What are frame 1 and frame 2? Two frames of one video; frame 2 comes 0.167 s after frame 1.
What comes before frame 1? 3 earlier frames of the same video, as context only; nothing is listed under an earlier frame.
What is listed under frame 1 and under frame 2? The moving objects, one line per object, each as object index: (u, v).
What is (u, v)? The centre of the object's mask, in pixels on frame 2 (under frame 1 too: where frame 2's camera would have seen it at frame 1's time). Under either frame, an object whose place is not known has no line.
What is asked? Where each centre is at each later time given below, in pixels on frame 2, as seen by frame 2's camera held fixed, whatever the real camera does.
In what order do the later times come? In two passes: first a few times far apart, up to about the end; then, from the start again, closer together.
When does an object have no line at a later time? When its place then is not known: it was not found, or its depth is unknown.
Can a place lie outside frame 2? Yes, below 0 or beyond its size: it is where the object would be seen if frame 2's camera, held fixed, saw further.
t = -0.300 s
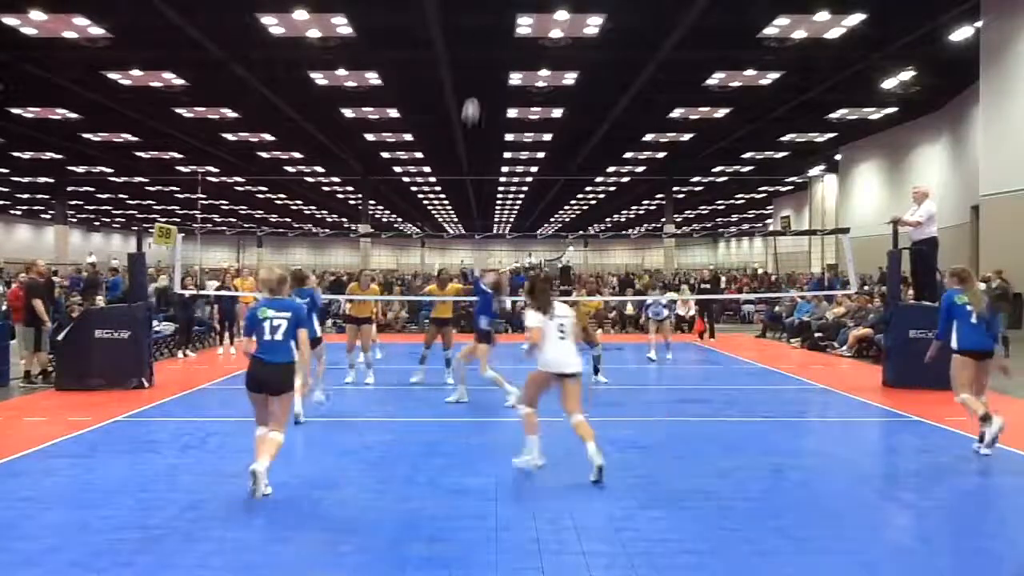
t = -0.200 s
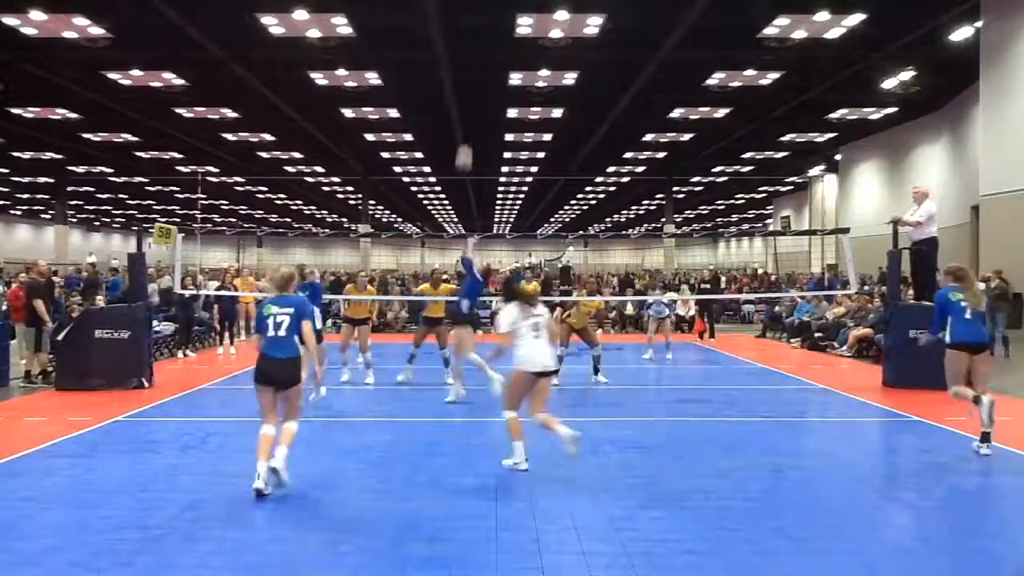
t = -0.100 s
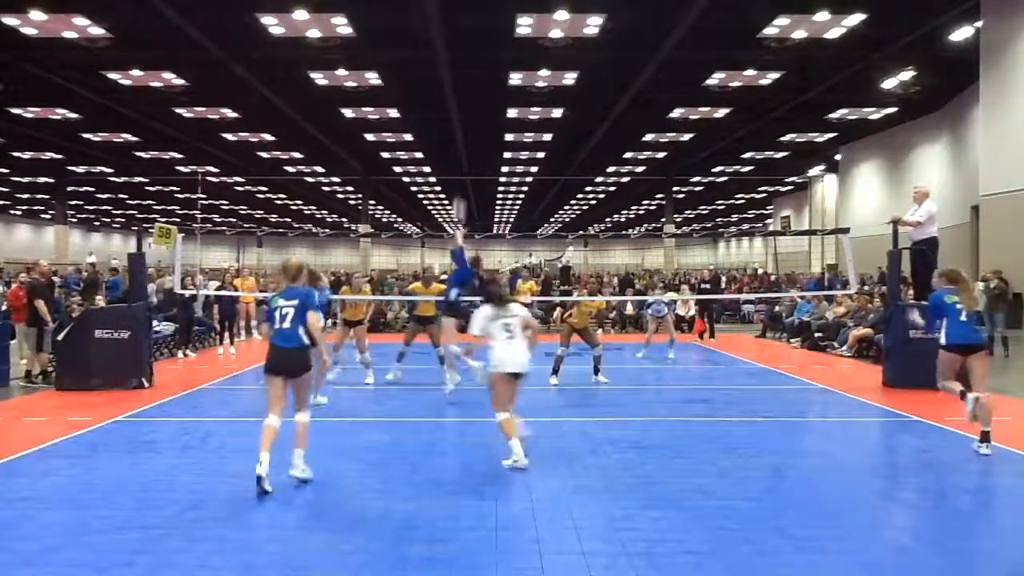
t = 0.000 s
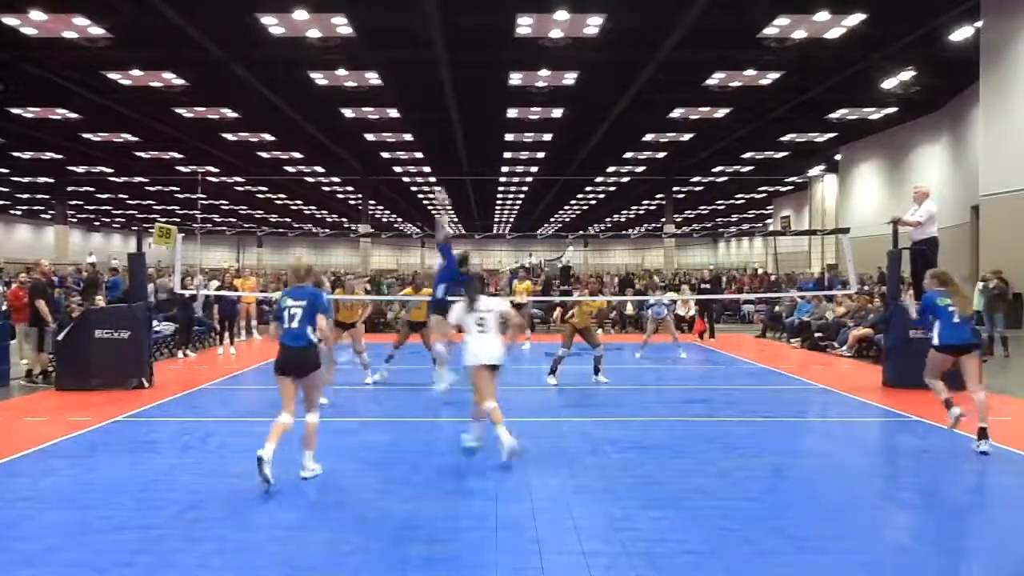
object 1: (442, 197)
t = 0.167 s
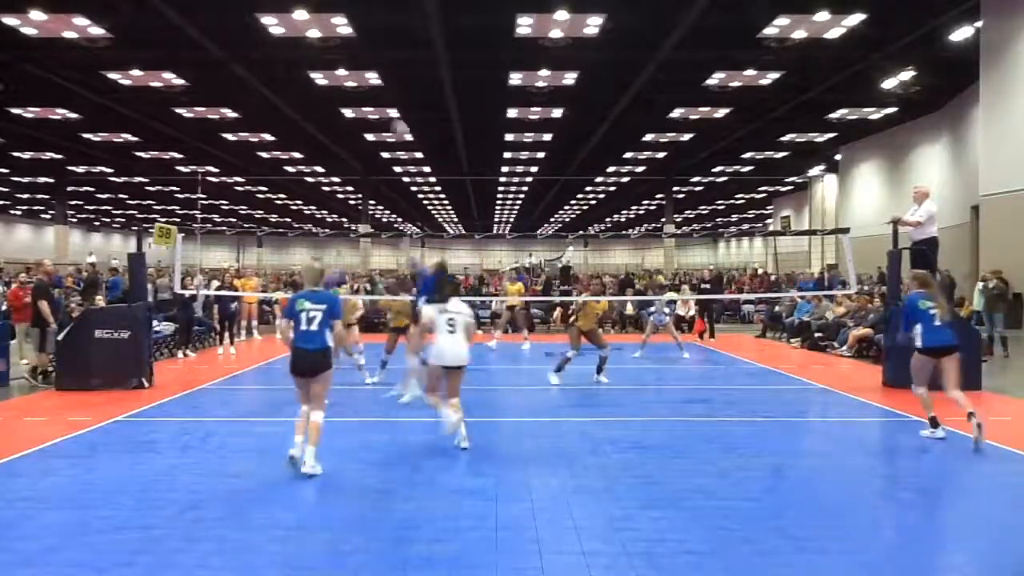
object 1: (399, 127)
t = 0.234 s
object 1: (384, 107)
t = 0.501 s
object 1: (322, 62)
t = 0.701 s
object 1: (279, 64)
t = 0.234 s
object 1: (384, 107)
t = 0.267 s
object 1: (375, 99)
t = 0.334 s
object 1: (362, 87)
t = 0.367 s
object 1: (353, 79)
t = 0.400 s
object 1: (346, 70)
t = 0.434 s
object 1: (338, 67)
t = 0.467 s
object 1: (330, 64)
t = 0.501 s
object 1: (322, 62)
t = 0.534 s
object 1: (315, 61)
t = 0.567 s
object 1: (308, 59)
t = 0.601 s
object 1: (301, 59)
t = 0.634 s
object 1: (293, 60)
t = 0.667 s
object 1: (286, 61)
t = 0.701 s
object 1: (279, 64)
